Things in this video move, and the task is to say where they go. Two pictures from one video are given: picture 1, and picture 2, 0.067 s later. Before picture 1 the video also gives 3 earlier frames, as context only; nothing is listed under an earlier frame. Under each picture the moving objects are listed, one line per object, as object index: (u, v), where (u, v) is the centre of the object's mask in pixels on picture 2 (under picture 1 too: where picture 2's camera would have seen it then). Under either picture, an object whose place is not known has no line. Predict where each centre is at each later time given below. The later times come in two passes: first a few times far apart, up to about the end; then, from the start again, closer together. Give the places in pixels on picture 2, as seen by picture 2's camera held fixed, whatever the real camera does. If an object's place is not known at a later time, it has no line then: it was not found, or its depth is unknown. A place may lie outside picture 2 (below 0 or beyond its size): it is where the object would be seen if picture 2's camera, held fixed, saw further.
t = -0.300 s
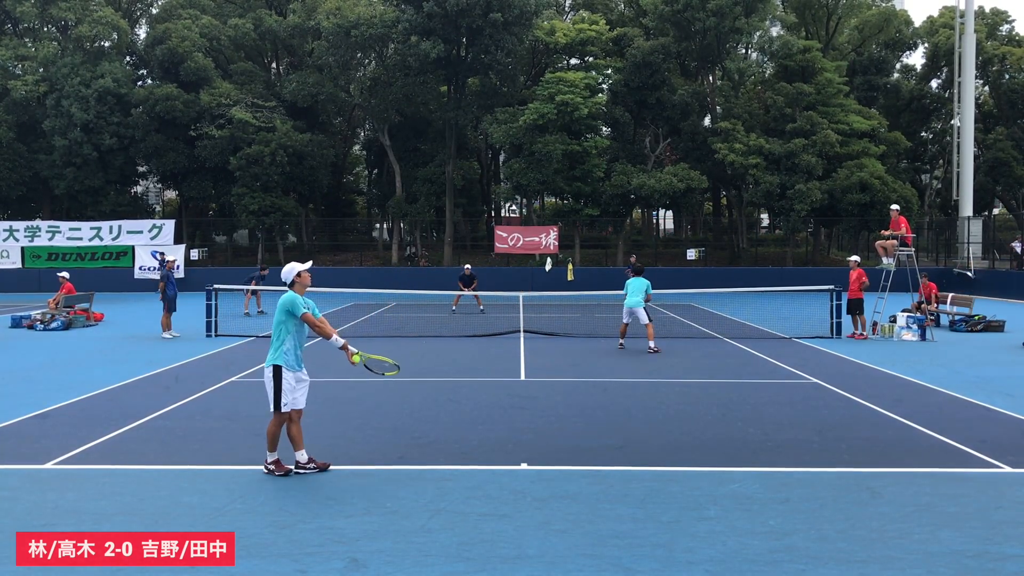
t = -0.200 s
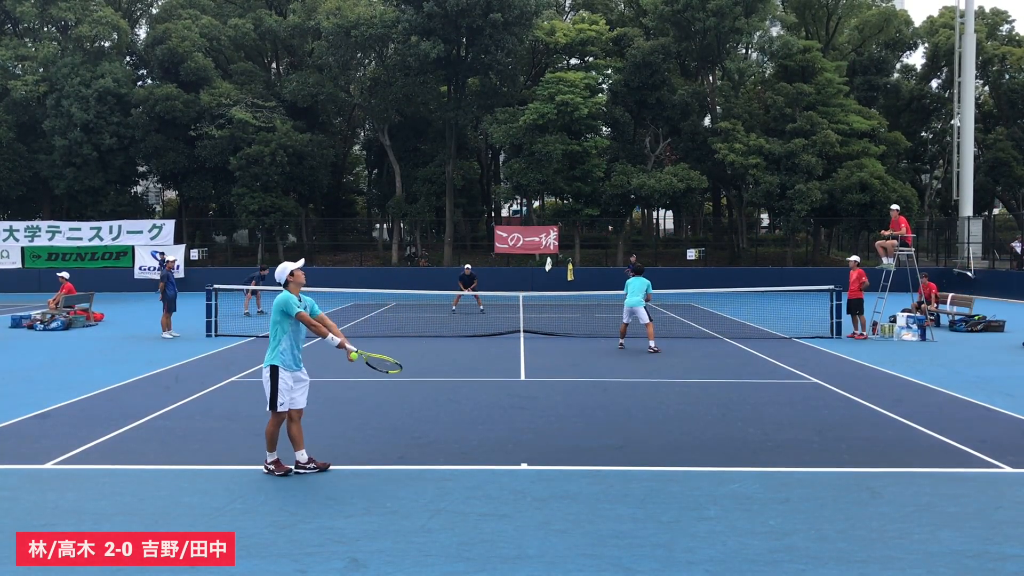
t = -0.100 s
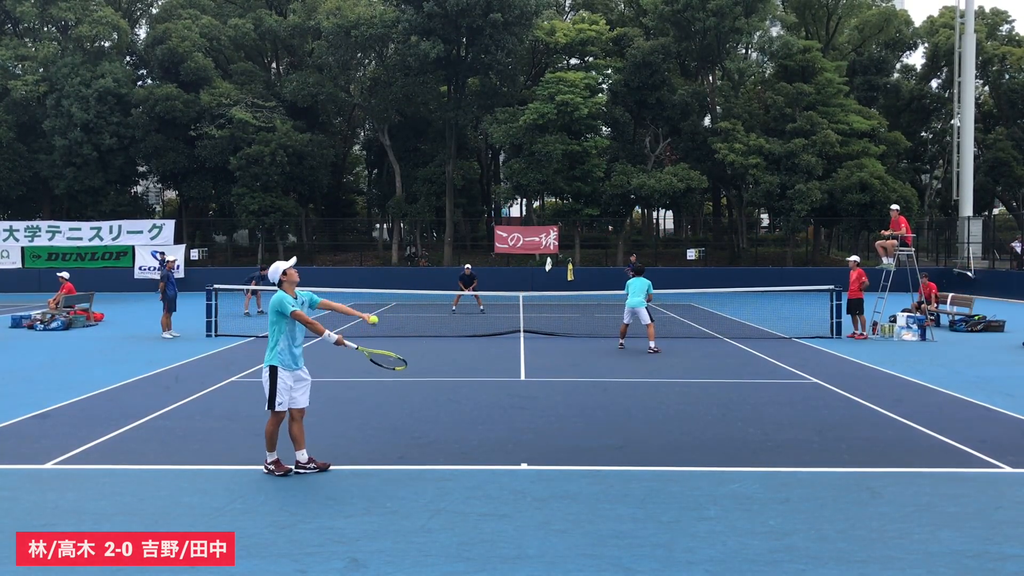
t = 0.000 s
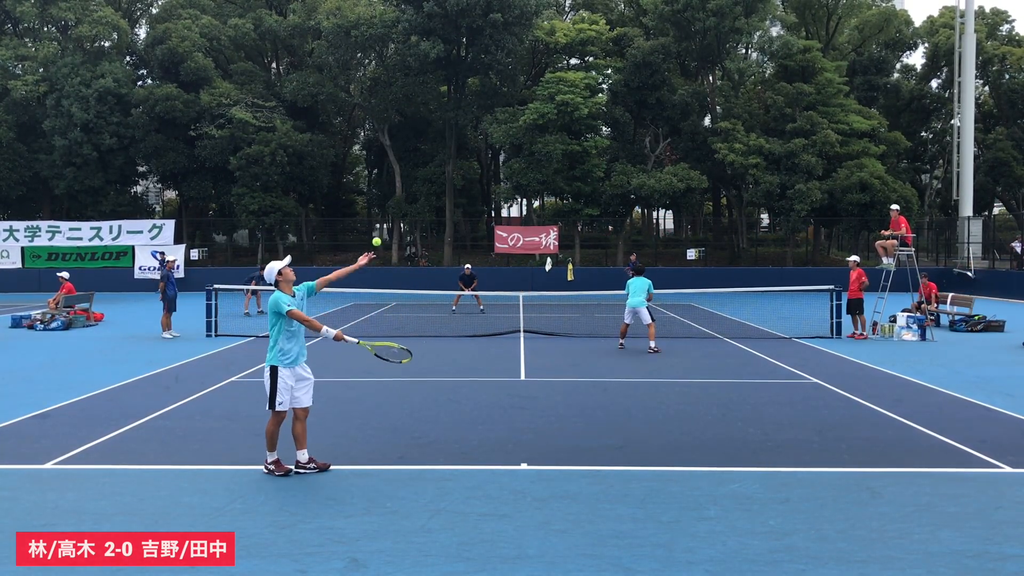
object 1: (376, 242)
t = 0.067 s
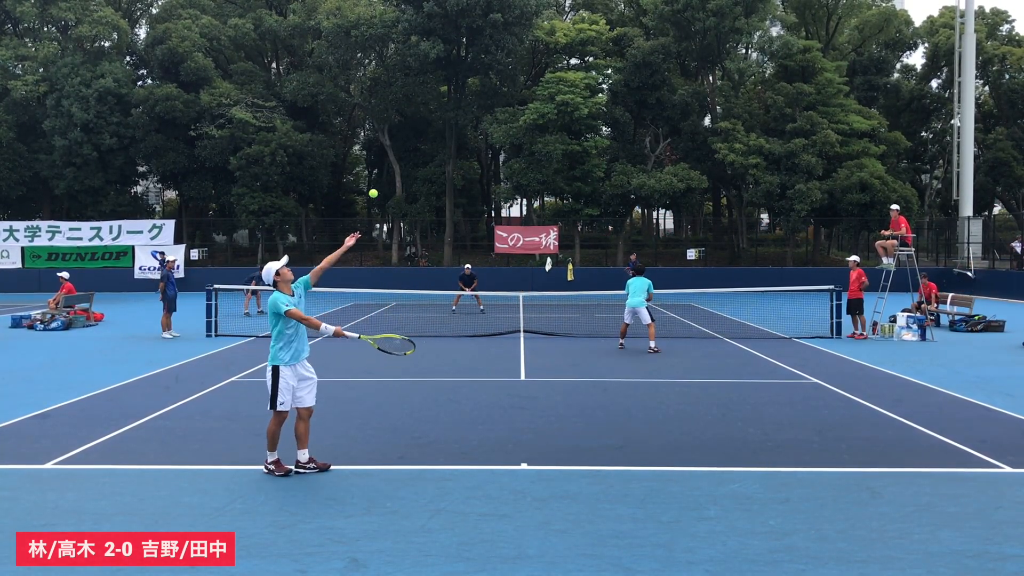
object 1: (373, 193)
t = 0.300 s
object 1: (362, 67)
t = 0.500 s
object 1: (354, 11)
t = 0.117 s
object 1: (370, 161)
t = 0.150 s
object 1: (369, 141)
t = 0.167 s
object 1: (368, 131)
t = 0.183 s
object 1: (367, 122)
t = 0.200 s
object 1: (366, 113)
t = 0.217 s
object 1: (366, 105)
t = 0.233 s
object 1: (365, 97)
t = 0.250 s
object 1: (364, 89)
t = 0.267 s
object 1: (363, 81)
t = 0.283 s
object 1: (362, 74)
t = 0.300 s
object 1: (362, 67)
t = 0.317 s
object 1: (361, 60)
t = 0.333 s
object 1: (360, 54)
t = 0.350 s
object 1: (360, 48)
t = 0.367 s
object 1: (359, 43)
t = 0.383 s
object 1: (358, 38)
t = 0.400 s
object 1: (358, 33)
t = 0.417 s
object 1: (357, 29)
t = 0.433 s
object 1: (356, 24)
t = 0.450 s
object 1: (356, 20)
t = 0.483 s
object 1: (354, 14)
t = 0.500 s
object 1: (354, 11)
